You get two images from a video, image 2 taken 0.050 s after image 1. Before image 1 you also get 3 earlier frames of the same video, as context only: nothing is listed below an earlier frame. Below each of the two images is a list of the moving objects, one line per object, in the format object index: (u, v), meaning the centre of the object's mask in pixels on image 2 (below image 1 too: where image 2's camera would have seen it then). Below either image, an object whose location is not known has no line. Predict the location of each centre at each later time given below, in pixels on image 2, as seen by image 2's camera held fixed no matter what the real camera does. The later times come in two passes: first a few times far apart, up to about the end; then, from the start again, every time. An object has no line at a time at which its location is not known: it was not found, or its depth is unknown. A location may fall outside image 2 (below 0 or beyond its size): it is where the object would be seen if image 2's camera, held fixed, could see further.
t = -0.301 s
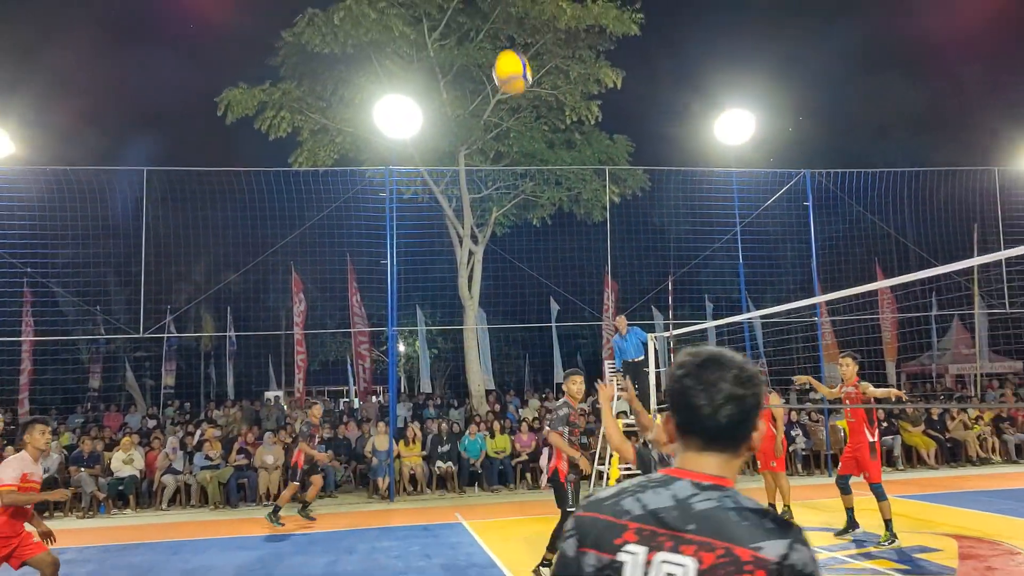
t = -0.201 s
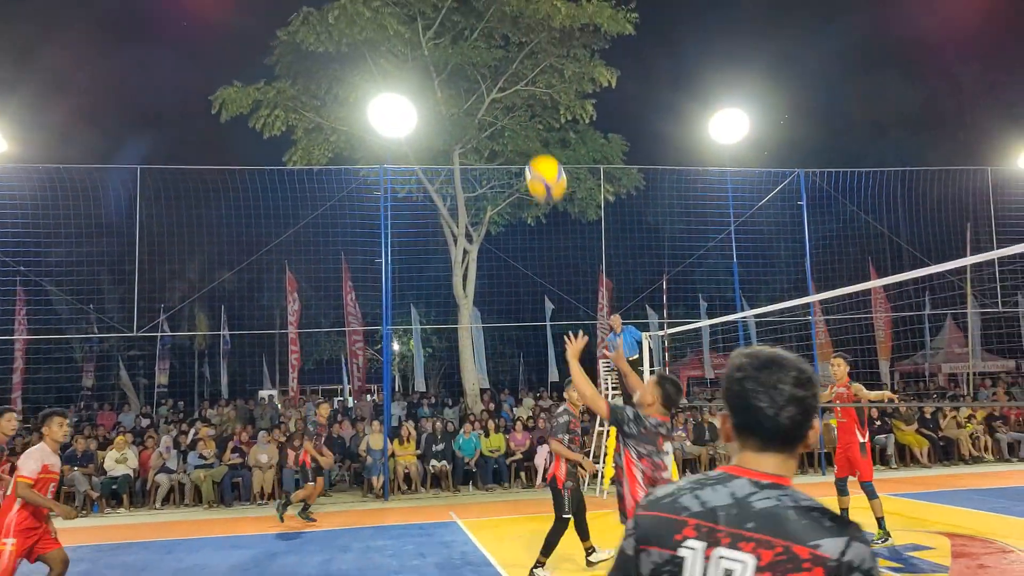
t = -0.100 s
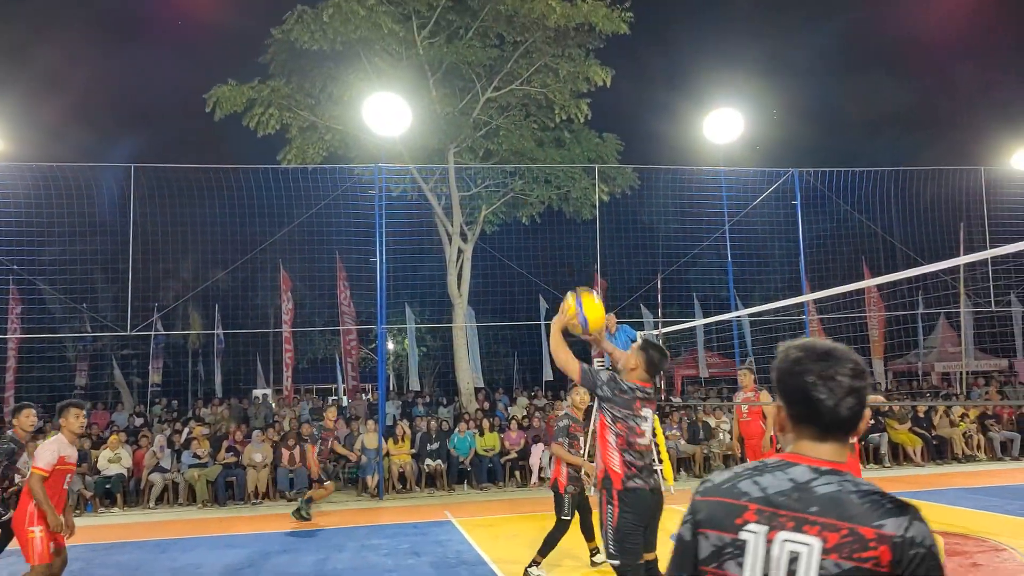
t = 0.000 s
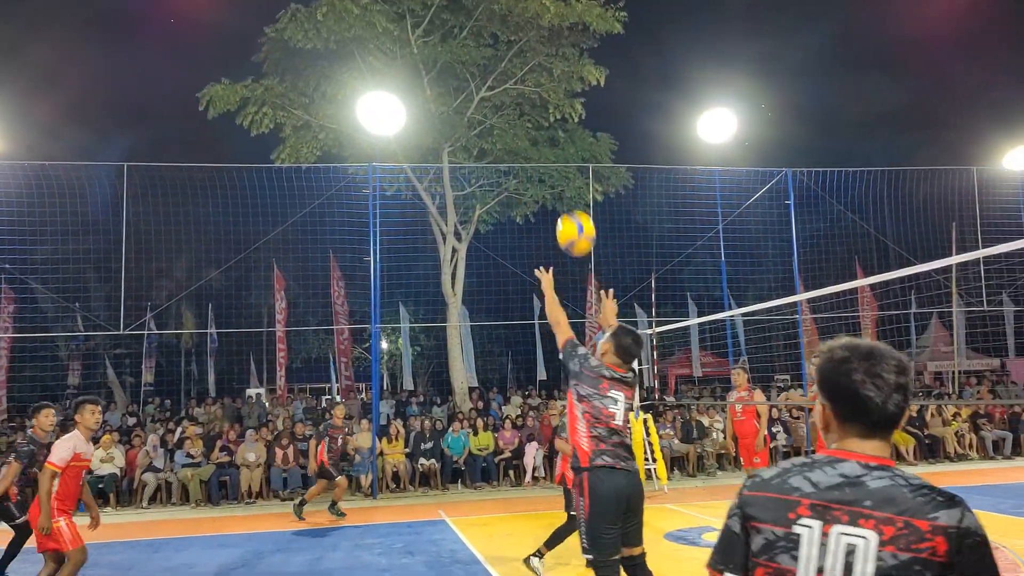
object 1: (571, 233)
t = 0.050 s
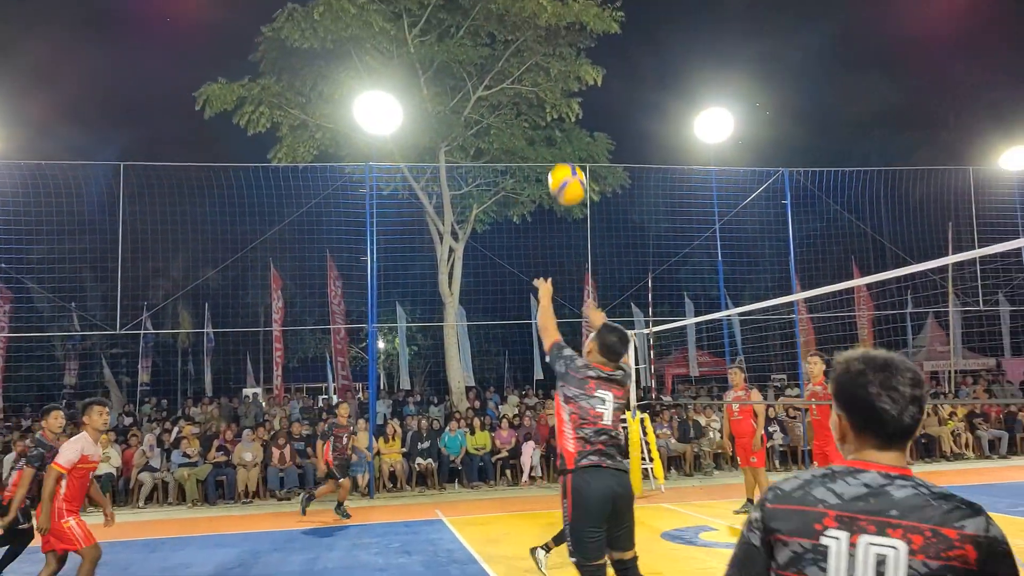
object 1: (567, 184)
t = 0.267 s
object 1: (551, 51)
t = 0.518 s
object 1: (541, 11)
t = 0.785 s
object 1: (537, 50)
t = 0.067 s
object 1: (566, 169)
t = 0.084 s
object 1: (564, 155)
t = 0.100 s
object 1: (562, 142)
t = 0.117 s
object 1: (561, 130)
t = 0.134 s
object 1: (559, 119)
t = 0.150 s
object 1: (558, 108)
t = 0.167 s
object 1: (557, 98)
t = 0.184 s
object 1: (556, 89)
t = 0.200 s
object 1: (555, 80)
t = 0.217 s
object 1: (554, 72)
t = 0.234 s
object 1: (553, 65)
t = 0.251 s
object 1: (552, 58)
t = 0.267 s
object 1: (551, 51)
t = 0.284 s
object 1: (550, 46)
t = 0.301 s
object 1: (549, 40)
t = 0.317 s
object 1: (548, 35)
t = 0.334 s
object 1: (547, 31)
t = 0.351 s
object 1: (547, 27)
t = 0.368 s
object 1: (546, 23)
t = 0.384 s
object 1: (545, 20)
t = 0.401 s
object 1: (545, 17)
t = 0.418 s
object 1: (544, 15)
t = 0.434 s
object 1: (543, 14)
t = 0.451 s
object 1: (543, 13)
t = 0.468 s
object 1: (542, 12)
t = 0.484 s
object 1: (542, 11)
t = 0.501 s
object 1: (541, 11)
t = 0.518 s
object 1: (541, 11)
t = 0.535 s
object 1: (540, 11)
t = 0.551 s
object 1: (540, 11)
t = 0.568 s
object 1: (540, 12)
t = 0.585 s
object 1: (540, 13)
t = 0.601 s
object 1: (539, 13)
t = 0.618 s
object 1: (539, 15)
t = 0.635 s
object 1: (539, 17)
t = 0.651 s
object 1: (539, 20)
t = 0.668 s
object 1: (538, 22)
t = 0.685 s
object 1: (538, 26)
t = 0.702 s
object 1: (538, 29)
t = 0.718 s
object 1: (538, 33)
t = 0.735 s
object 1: (538, 37)
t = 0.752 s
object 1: (537, 41)
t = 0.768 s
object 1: (537, 45)
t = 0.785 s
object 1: (537, 50)
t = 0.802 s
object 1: (537, 55)
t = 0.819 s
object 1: (537, 60)
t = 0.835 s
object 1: (537, 65)
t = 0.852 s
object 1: (537, 71)
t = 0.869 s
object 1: (537, 76)
